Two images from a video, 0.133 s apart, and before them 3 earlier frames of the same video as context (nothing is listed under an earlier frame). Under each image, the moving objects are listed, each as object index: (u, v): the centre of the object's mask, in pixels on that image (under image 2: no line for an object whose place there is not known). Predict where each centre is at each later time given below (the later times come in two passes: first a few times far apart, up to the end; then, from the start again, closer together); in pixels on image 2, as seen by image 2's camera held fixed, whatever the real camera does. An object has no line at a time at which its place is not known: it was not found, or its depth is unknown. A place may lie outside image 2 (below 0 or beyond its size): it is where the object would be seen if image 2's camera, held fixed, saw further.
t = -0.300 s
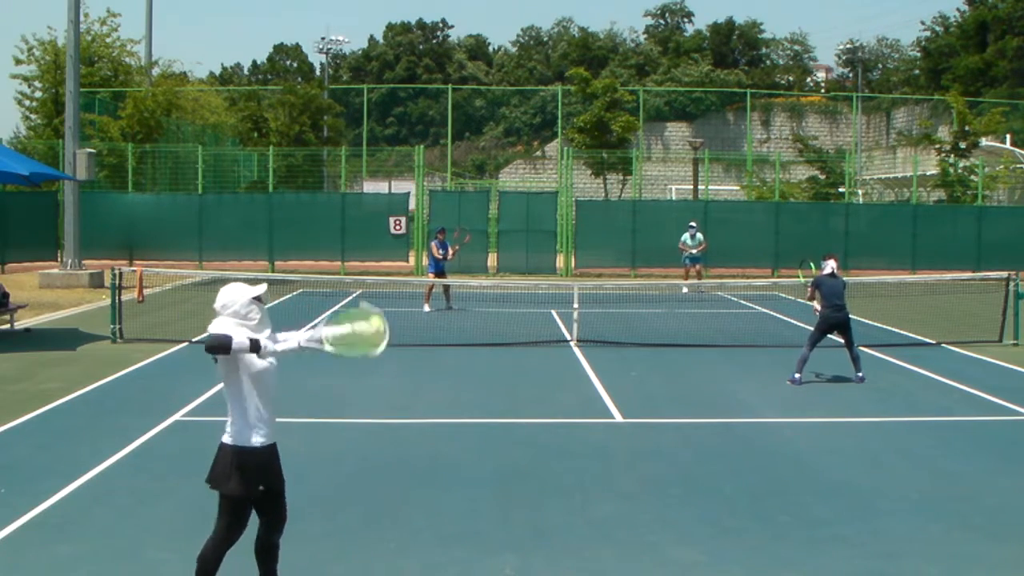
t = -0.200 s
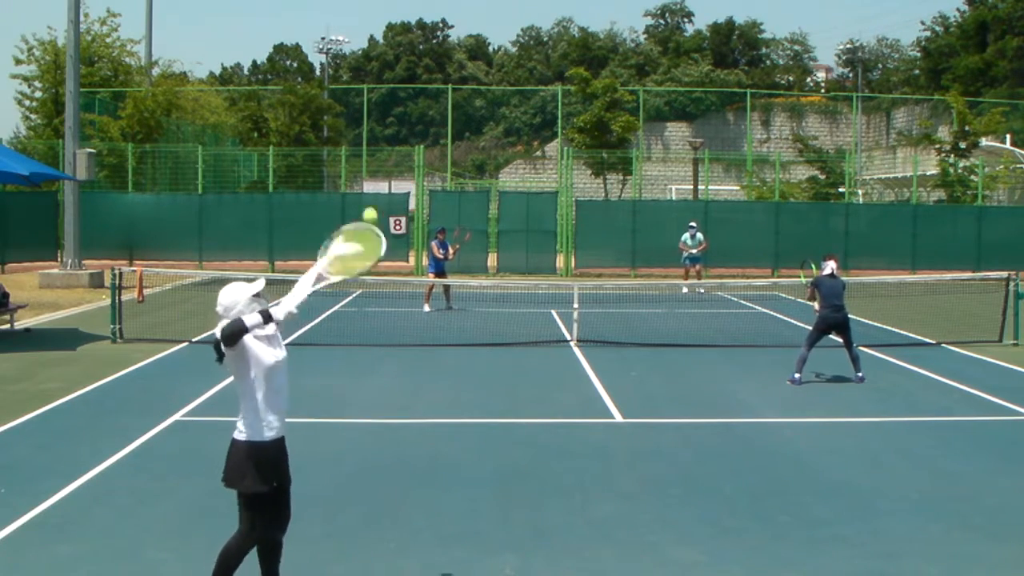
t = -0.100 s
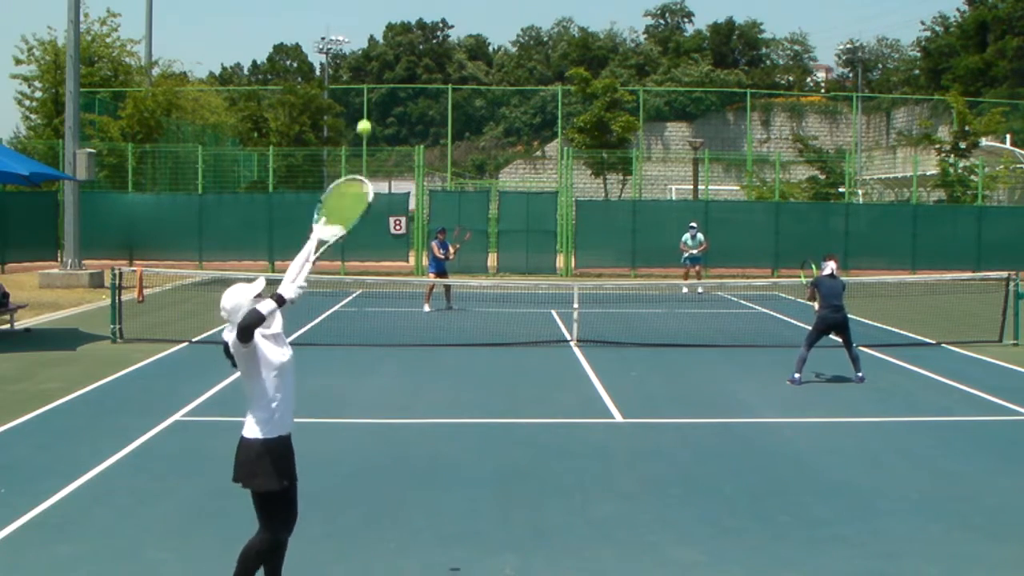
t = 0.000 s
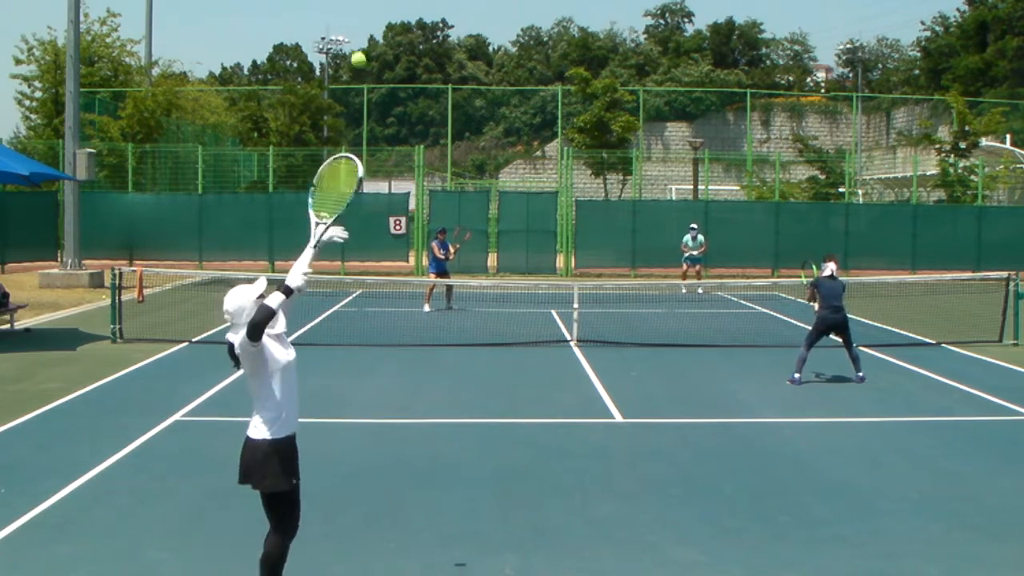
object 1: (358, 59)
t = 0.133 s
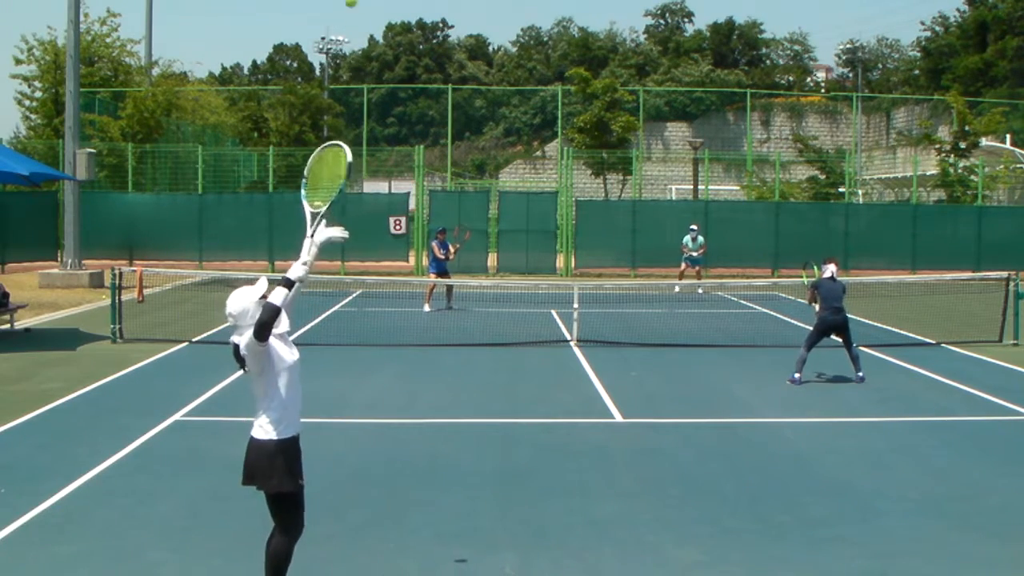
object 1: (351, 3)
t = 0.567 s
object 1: (319, 50)
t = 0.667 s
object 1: (310, 117)
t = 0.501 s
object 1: (324, 17)
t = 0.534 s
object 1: (322, 33)
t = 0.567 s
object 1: (319, 50)
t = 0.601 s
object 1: (316, 69)
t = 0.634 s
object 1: (313, 92)
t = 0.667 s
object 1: (310, 117)
